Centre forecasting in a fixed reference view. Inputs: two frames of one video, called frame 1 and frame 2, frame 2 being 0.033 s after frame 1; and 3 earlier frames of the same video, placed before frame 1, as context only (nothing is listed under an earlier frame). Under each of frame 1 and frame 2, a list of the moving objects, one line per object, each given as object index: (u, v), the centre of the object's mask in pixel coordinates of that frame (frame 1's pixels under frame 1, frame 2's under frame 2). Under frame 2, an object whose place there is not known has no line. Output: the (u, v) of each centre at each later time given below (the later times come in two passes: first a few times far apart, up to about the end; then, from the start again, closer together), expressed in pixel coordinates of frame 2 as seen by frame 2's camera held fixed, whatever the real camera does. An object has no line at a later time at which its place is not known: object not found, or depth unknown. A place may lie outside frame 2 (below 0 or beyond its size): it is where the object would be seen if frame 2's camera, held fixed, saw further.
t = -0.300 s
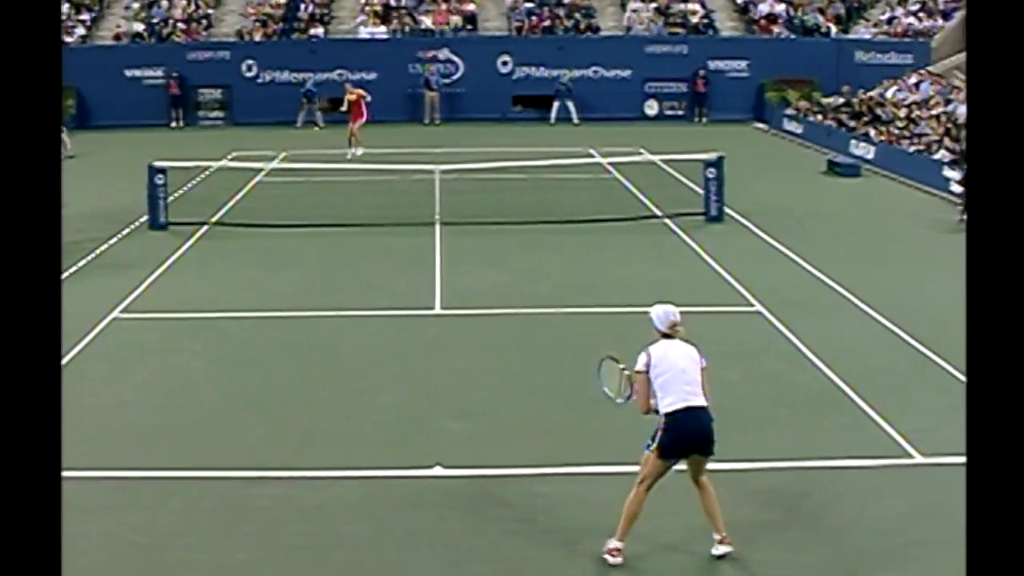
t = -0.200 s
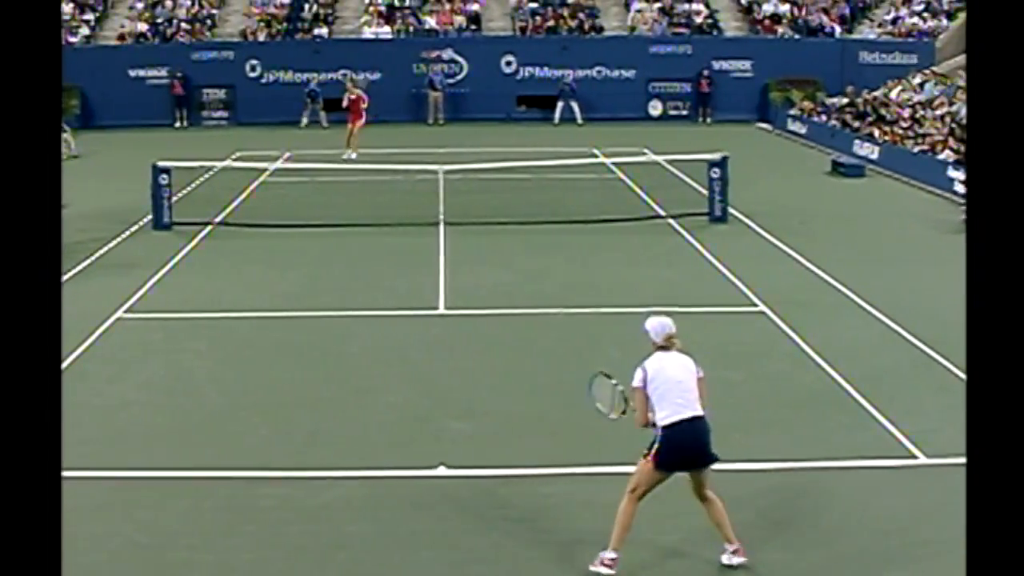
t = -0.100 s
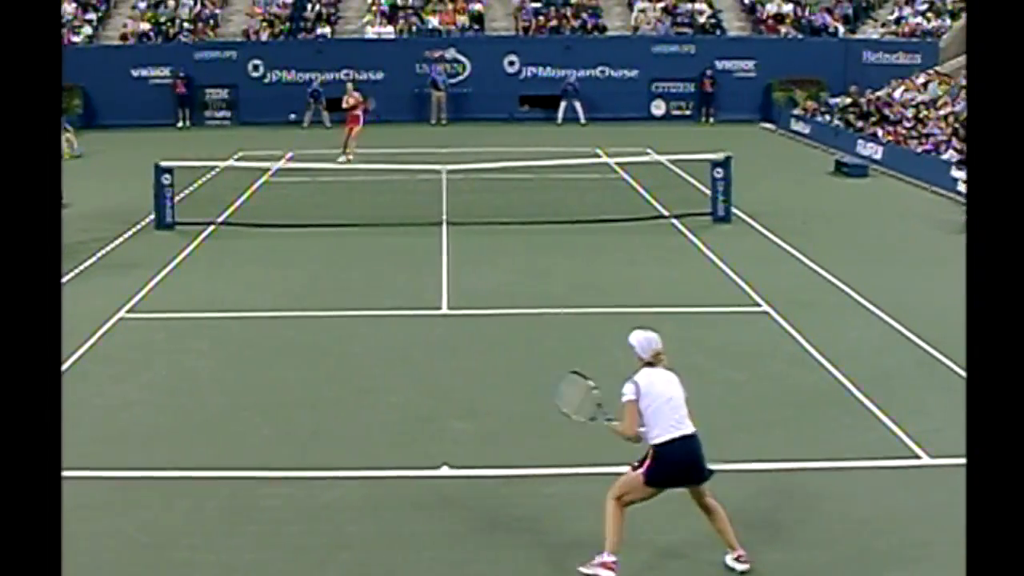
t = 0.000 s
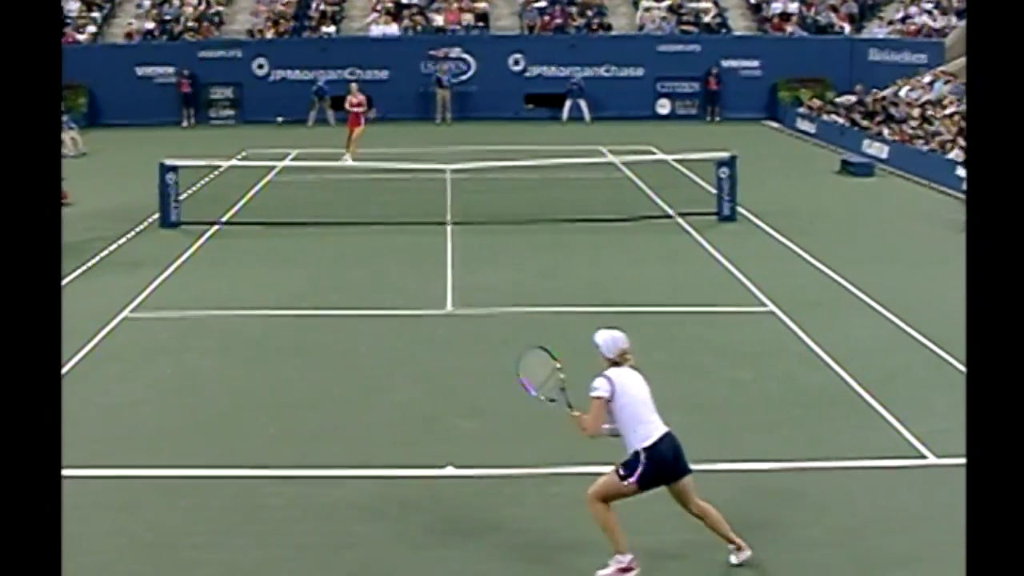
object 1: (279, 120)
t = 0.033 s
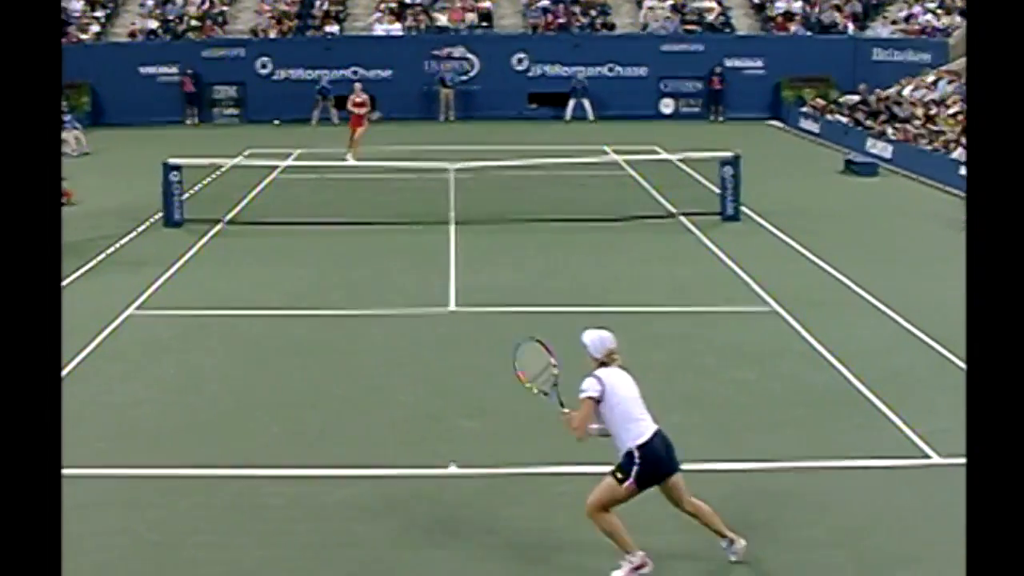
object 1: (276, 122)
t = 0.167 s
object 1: (250, 148)
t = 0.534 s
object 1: (137, 383)
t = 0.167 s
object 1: (250, 148)
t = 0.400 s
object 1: (189, 262)
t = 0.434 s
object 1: (177, 285)
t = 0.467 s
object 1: (164, 314)
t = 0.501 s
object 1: (152, 347)
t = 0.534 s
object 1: (137, 383)
